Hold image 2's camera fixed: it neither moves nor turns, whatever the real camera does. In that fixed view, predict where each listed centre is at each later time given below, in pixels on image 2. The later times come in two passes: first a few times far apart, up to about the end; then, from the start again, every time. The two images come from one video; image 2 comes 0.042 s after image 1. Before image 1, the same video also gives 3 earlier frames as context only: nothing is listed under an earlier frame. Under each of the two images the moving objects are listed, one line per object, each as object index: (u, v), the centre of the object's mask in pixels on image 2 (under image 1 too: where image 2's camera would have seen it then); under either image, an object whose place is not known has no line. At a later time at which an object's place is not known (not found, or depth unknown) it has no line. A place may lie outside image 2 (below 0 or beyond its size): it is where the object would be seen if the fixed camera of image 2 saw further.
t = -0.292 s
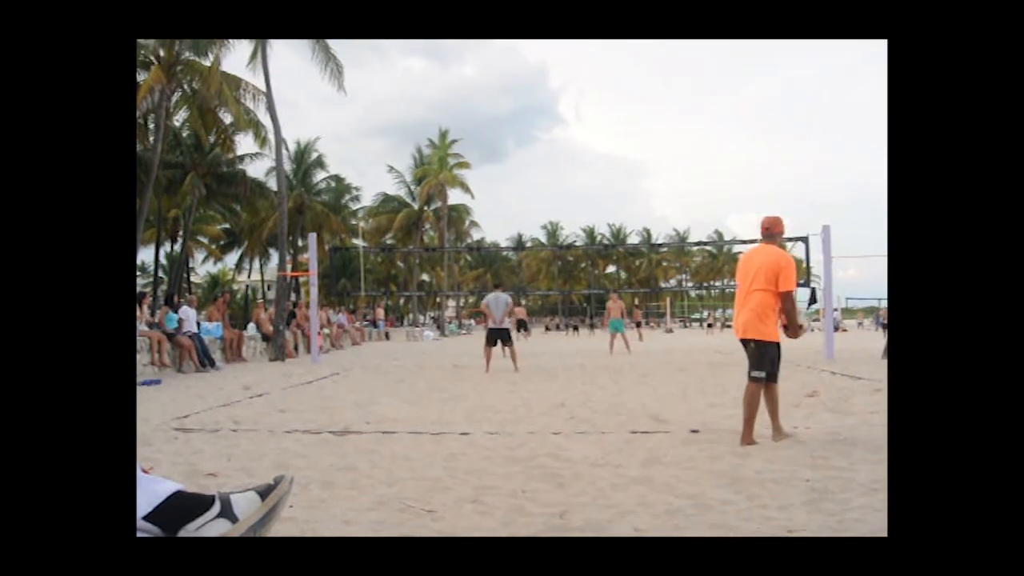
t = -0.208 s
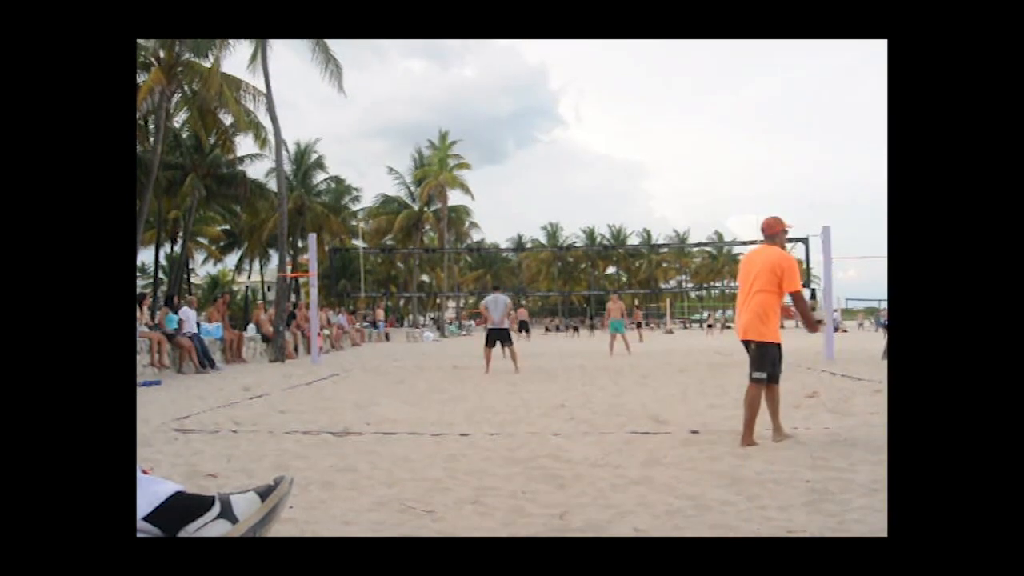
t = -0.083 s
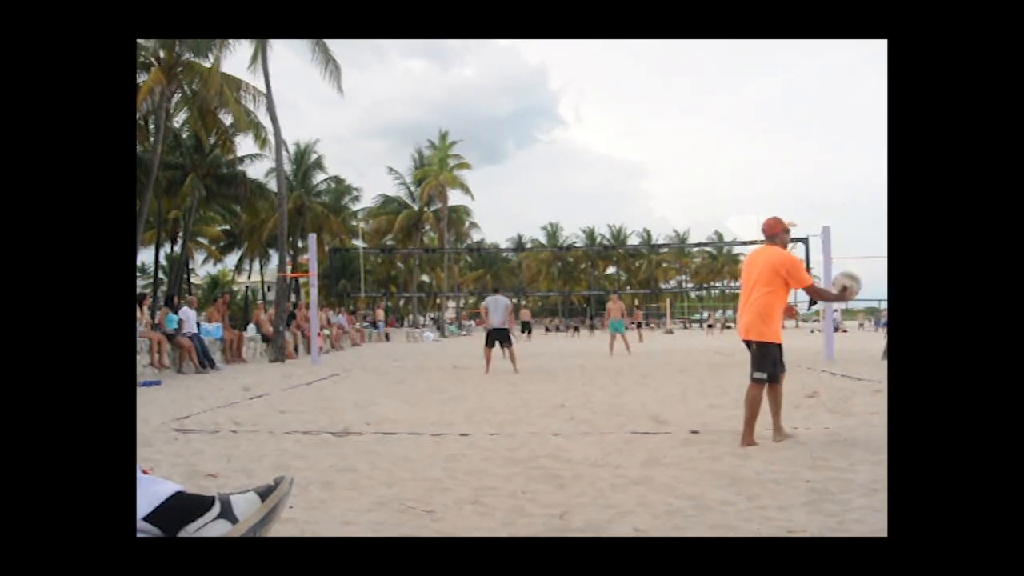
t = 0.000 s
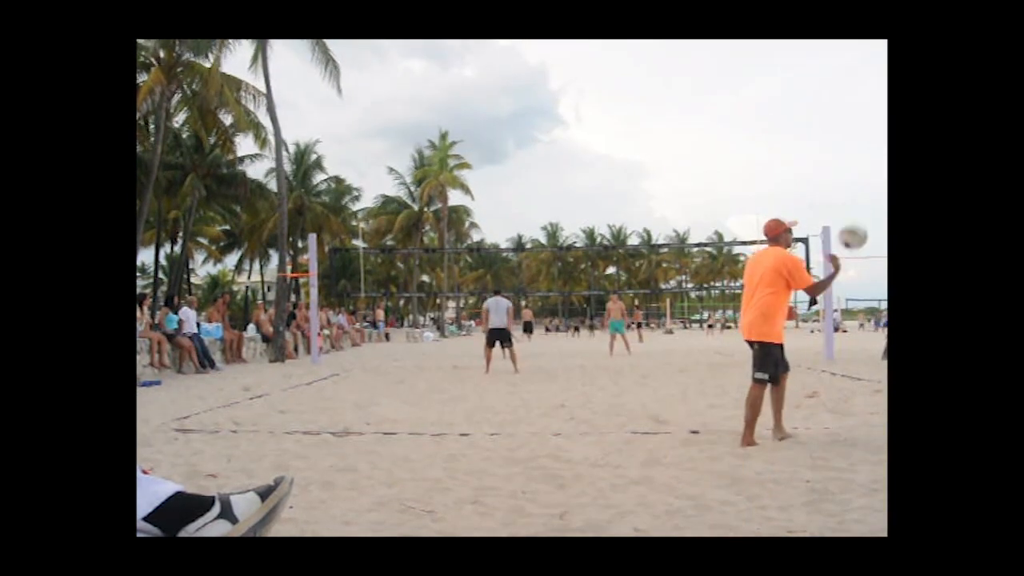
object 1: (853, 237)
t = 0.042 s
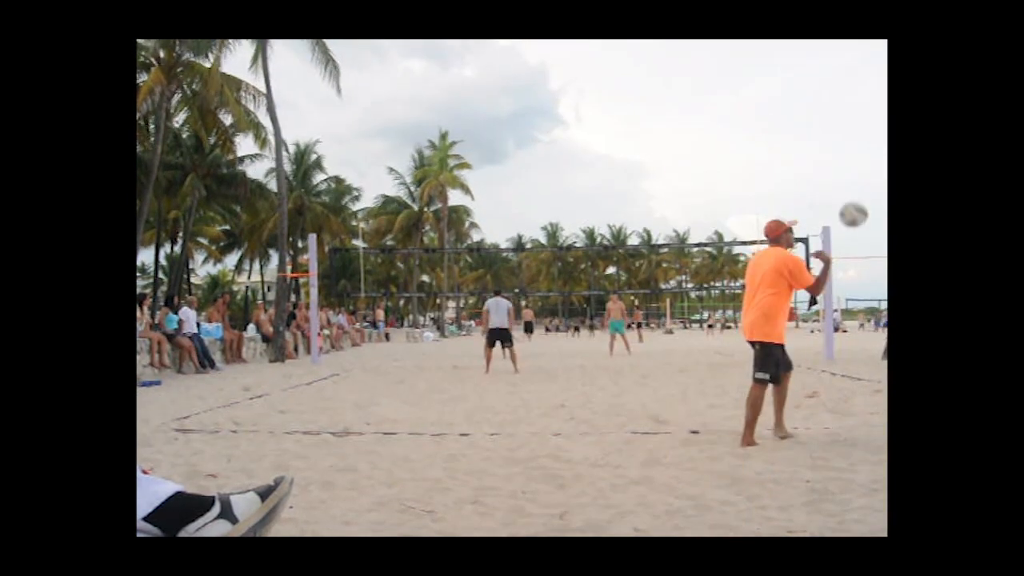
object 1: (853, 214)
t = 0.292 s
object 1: (855, 127)
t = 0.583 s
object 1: (860, 119)
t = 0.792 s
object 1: (866, 172)
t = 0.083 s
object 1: (853, 194)
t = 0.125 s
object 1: (854, 177)
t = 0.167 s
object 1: (854, 161)
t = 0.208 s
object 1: (854, 148)
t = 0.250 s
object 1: (854, 137)
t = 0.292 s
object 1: (855, 127)
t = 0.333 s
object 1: (855, 120)
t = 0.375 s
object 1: (856, 115)
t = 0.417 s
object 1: (857, 111)
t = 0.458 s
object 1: (857, 110)
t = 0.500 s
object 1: (858, 111)
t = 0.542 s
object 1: (859, 114)
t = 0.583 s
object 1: (860, 119)
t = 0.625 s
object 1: (861, 125)
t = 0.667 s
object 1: (862, 134)
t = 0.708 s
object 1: (863, 145)
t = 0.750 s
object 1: (865, 157)
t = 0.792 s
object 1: (866, 172)
